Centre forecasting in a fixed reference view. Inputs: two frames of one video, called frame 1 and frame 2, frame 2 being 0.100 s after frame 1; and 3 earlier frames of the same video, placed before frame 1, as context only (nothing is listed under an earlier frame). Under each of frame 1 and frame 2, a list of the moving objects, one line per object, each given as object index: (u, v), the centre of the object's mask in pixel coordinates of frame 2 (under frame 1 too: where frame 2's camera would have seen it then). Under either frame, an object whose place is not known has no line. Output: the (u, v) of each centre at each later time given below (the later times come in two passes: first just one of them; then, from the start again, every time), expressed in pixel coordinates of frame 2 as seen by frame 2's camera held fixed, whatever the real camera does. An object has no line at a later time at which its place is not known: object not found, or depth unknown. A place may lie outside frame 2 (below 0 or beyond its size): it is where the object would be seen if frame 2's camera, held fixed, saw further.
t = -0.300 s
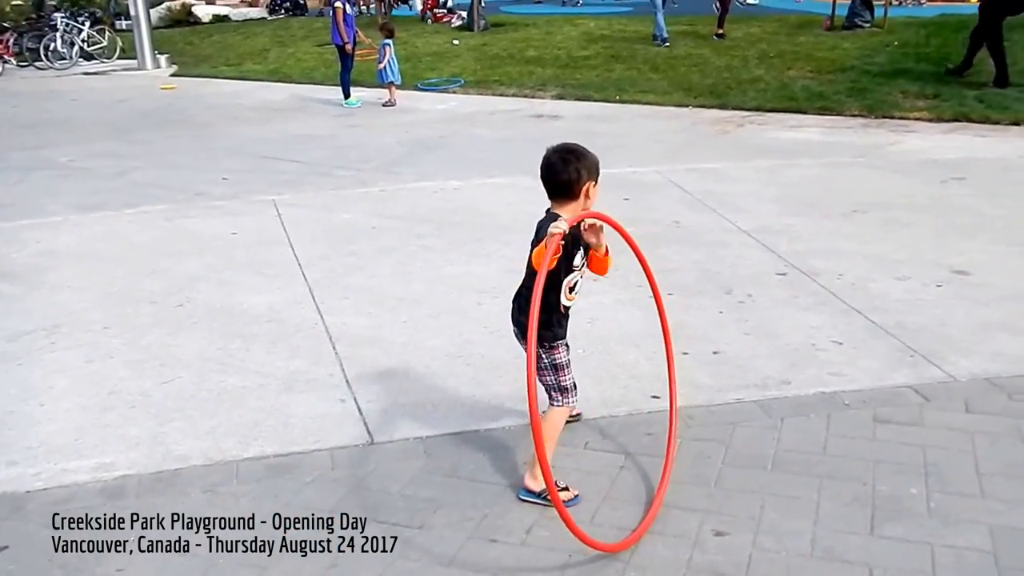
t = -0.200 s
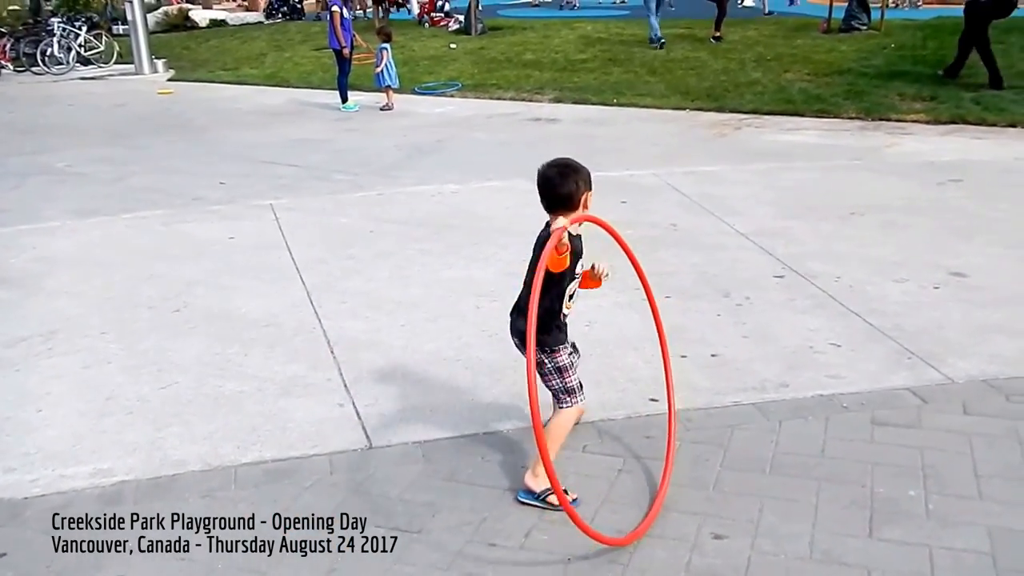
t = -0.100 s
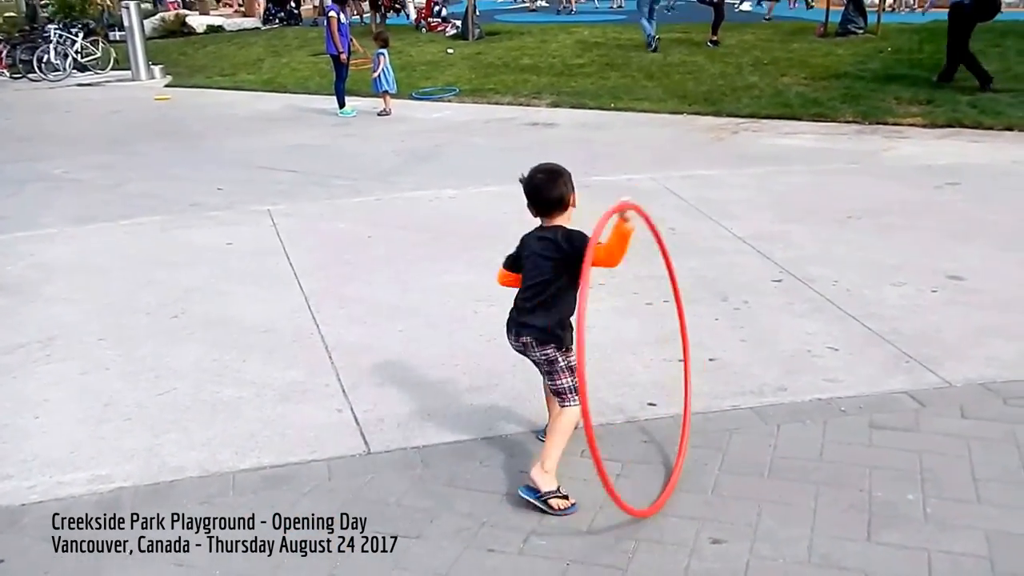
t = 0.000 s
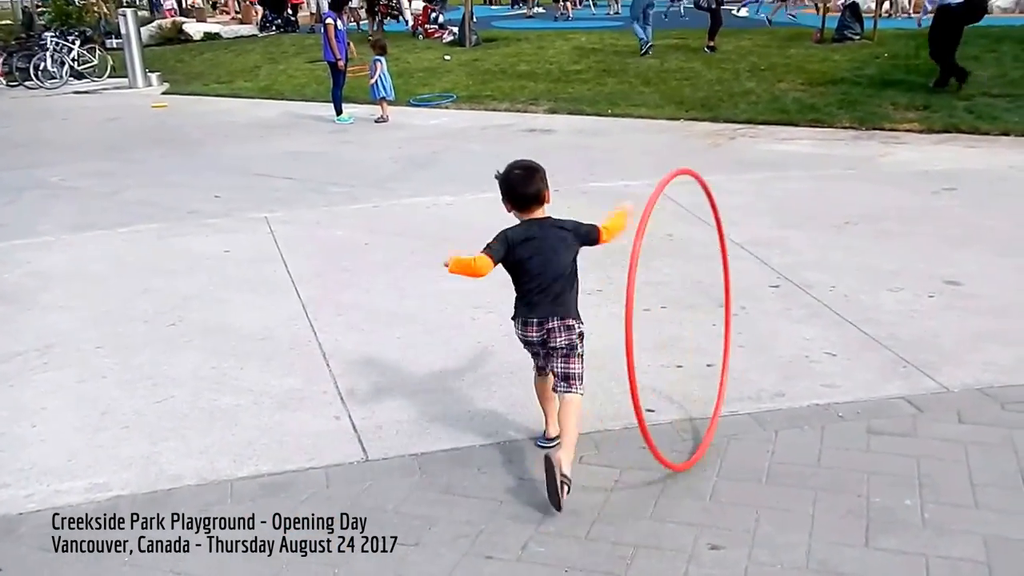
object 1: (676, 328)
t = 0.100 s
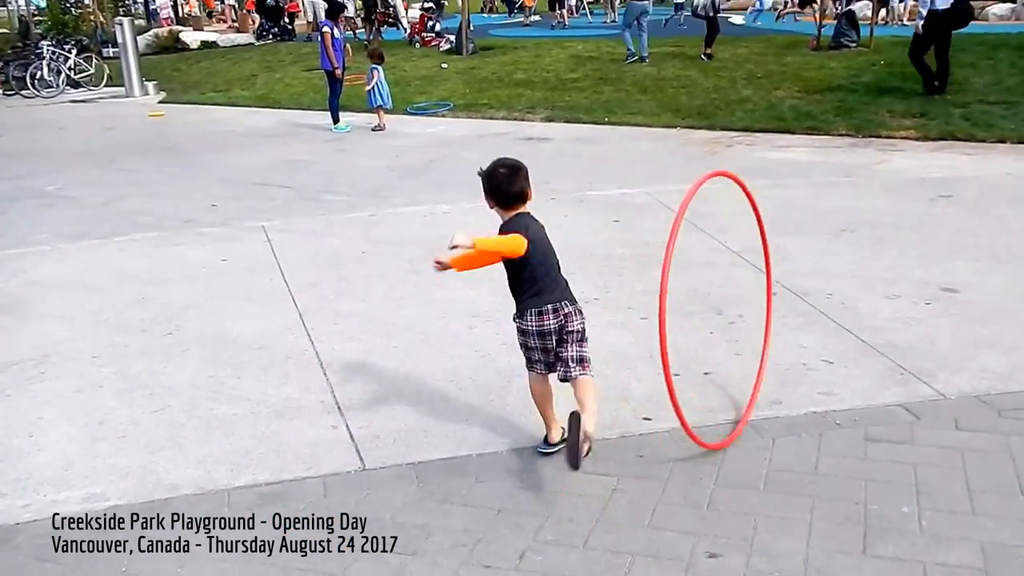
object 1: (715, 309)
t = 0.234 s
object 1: (750, 279)
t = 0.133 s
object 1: (724, 300)
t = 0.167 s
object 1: (733, 291)
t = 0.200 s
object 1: (742, 283)
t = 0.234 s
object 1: (750, 279)
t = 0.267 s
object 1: (758, 277)
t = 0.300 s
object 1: (766, 271)
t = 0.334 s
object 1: (773, 263)
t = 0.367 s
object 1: (778, 255)
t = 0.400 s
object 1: (784, 250)
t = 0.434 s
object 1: (790, 245)
